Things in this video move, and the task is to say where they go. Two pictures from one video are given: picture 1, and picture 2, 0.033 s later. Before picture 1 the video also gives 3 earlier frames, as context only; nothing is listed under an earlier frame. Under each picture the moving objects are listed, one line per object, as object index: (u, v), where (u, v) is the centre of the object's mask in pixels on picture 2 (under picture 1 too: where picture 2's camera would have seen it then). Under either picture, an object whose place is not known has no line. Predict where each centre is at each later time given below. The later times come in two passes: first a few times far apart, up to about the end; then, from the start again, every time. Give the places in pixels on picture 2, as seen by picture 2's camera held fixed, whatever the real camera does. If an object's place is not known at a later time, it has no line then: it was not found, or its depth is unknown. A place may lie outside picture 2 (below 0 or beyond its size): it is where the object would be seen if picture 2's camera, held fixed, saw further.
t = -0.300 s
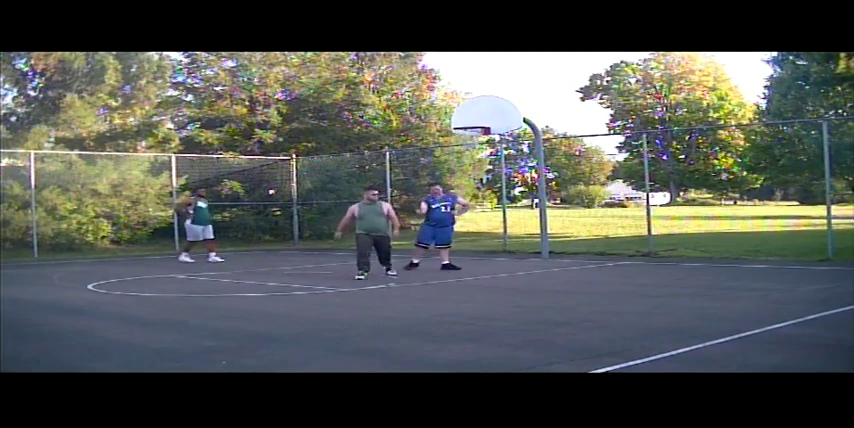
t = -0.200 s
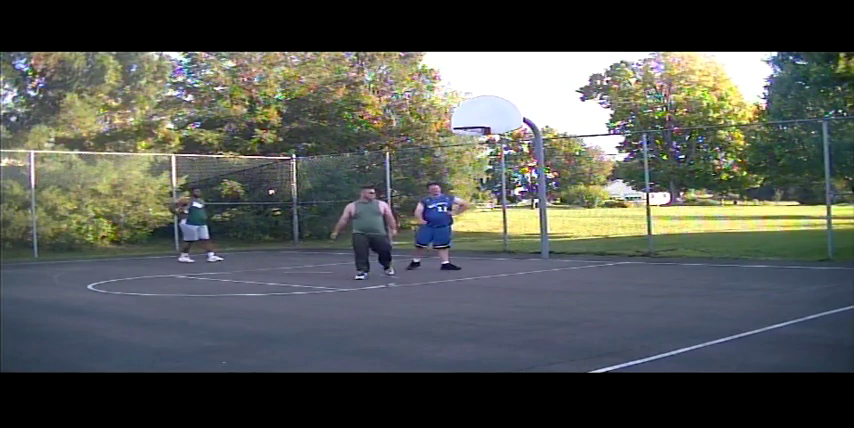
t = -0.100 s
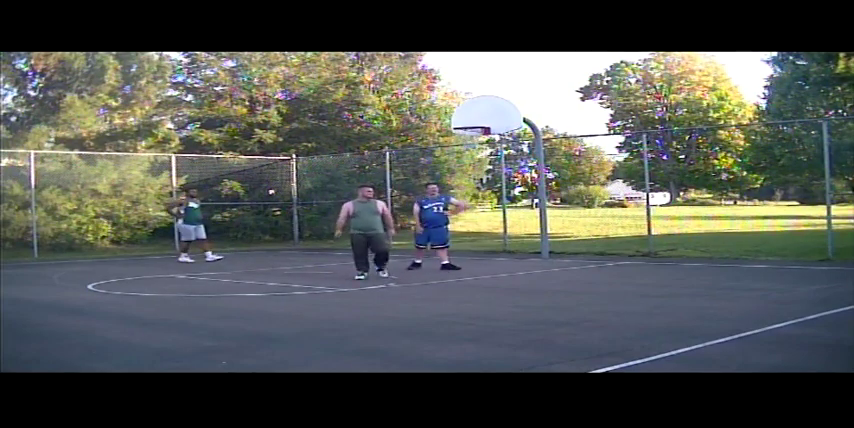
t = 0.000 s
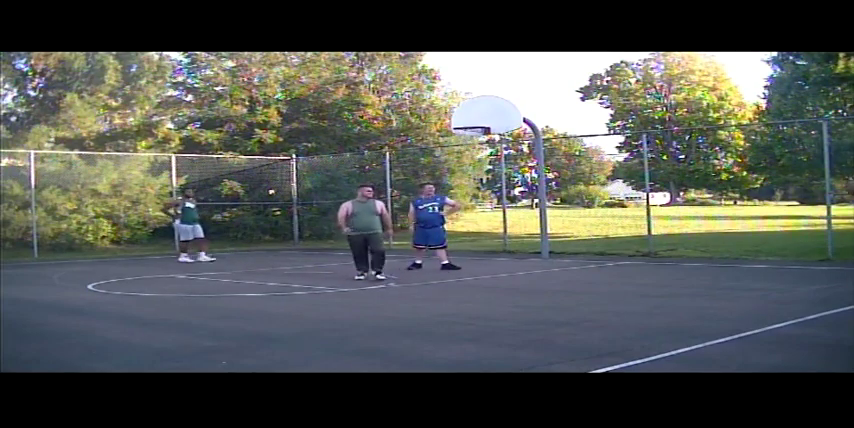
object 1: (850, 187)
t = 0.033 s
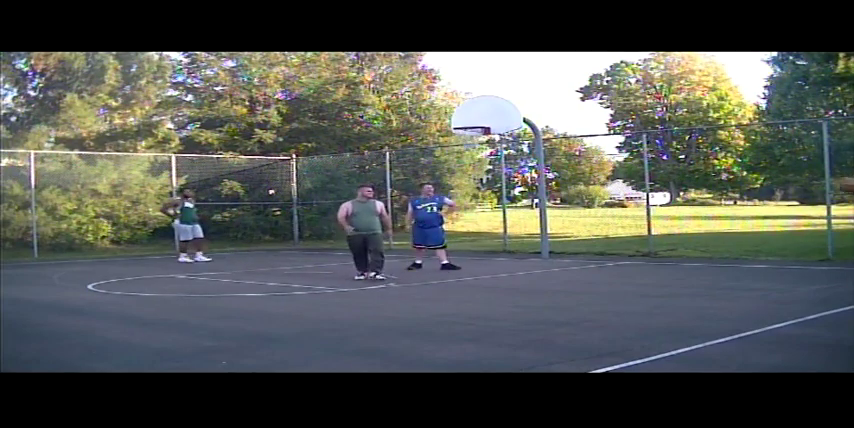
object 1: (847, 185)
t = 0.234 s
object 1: (776, 188)
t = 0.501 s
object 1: (677, 232)
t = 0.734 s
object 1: (609, 262)
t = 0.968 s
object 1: (573, 230)
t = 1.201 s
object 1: (540, 230)
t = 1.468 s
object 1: (504, 271)
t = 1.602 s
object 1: (486, 262)
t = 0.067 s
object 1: (839, 184)
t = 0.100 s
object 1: (824, 183)
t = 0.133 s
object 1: (813, 184)
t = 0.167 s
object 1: (802, 184)
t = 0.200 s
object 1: (788, 186)
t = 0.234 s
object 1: (776, 188)
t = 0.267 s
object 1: (763, 192)
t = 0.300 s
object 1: (750, 195)
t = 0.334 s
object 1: (738, 200)
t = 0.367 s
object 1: (725, 205)
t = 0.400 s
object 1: (713, 211)
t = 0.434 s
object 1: (701, 217)
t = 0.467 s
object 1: (689, 224)
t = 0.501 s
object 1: (677, 232)
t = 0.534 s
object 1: (664, 243)
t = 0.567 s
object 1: (655, 249)
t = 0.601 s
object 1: (641, 259)
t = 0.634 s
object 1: (629, 270)
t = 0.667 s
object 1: (618, 279)
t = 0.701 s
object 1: (614, 270)
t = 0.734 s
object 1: (609, 262)
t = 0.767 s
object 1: (605, 256)
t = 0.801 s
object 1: (599, 249)
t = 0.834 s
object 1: (593, 246)
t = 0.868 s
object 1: (588, 240)
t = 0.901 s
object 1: (583, 235)
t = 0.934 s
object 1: (578, 232)
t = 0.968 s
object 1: (573, 230)
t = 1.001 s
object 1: (569, 228)
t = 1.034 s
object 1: (564, 226)
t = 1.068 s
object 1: (559, 226)
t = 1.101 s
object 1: (555, 226)
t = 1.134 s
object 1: (550, 226)
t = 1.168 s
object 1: (545, 228)
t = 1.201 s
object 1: (540, 230)
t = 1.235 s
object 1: (534, 233)
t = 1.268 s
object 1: (531, 236)
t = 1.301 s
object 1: (527, 240)
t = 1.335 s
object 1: (522, 246)
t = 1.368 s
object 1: (519, 251)
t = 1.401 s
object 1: (513, 256)
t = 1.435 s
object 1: (509, 264)
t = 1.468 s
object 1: (504, 271)
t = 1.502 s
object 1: (501, 279)
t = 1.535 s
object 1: (496, 273)
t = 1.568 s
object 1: (491, 267)
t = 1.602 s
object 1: (486, 262)
